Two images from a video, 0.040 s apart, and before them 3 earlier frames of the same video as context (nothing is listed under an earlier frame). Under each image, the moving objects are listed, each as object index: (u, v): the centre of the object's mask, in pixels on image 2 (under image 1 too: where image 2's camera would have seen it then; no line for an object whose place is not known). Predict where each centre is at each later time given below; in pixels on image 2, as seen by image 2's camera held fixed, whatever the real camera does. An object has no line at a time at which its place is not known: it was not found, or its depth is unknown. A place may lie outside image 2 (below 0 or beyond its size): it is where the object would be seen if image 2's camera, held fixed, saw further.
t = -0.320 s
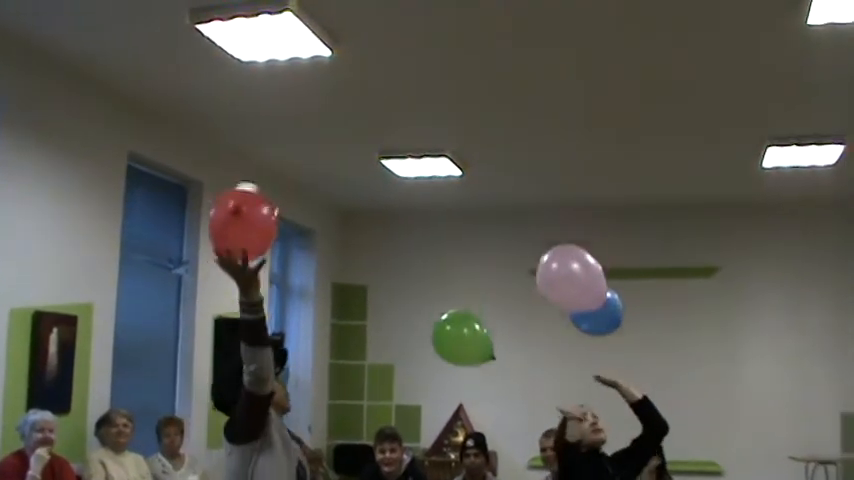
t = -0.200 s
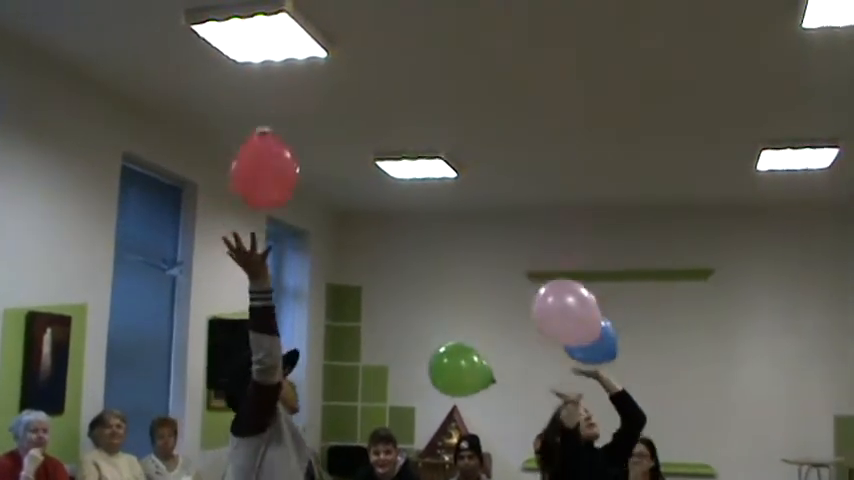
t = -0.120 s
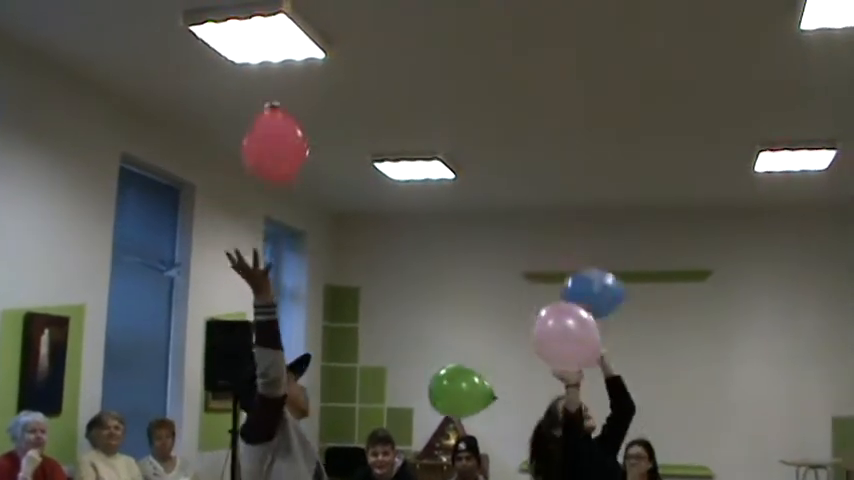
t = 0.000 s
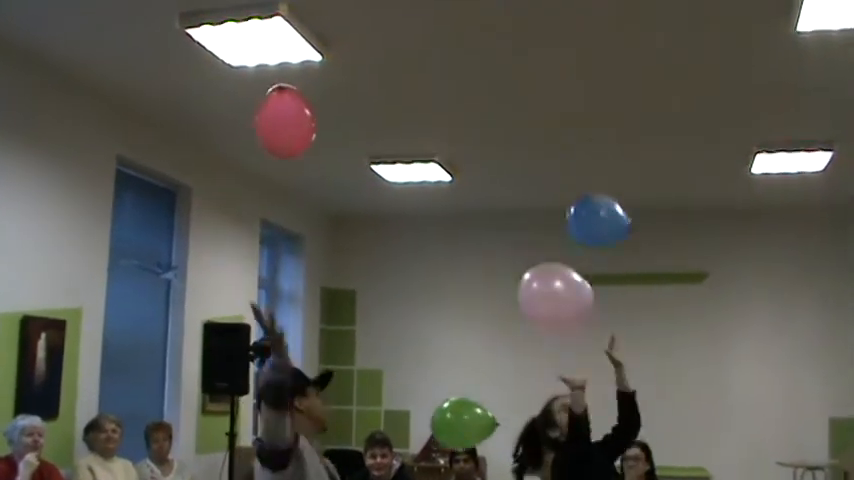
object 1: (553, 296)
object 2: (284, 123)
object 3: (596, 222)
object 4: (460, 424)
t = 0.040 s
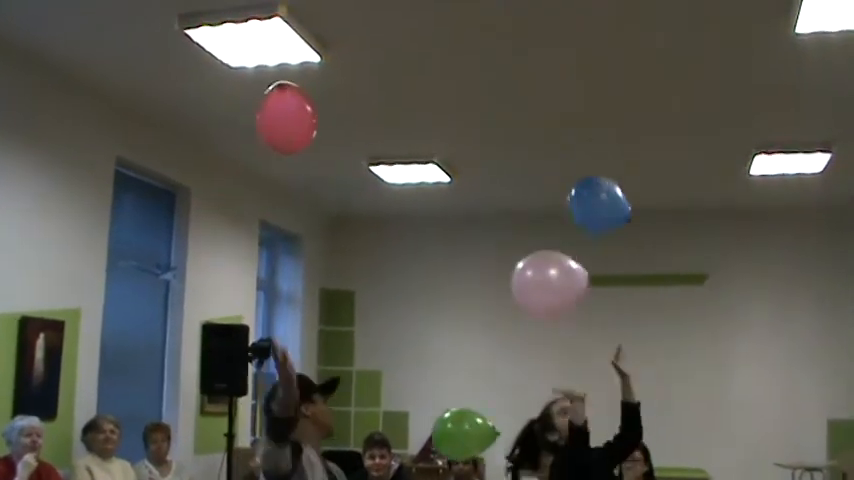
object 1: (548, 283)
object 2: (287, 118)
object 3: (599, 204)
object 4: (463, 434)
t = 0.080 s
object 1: (544, 269)
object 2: (289, 115)
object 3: (600, 188)
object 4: (465, 443)
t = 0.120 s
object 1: (539, 258)
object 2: (290, 113)
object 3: (603, 175)
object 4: (468, 451)
